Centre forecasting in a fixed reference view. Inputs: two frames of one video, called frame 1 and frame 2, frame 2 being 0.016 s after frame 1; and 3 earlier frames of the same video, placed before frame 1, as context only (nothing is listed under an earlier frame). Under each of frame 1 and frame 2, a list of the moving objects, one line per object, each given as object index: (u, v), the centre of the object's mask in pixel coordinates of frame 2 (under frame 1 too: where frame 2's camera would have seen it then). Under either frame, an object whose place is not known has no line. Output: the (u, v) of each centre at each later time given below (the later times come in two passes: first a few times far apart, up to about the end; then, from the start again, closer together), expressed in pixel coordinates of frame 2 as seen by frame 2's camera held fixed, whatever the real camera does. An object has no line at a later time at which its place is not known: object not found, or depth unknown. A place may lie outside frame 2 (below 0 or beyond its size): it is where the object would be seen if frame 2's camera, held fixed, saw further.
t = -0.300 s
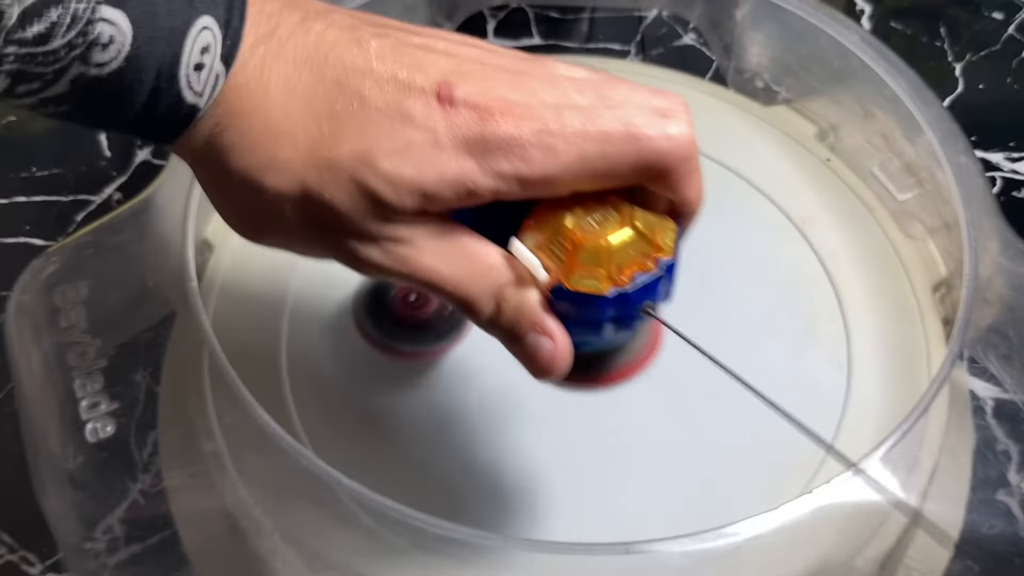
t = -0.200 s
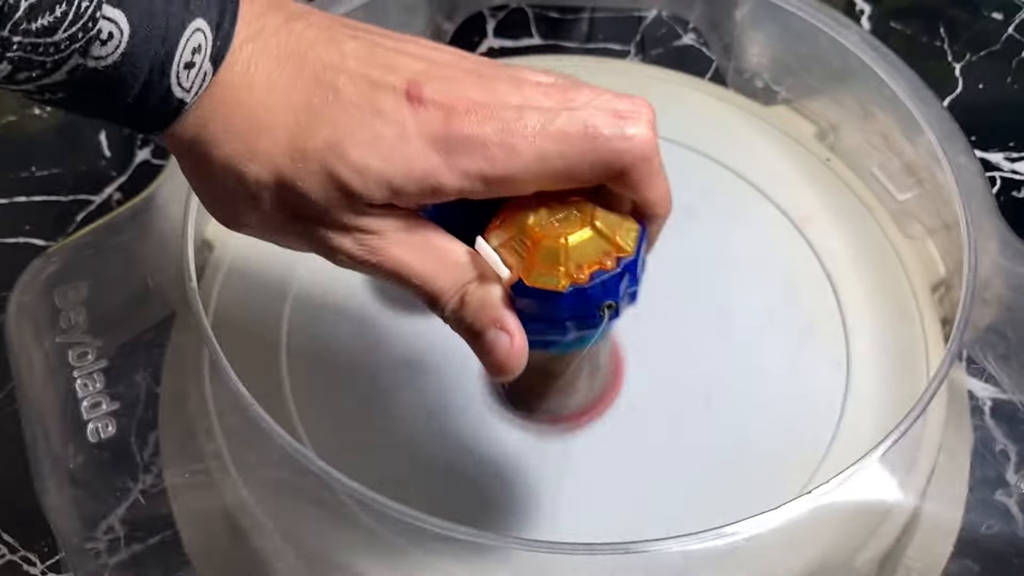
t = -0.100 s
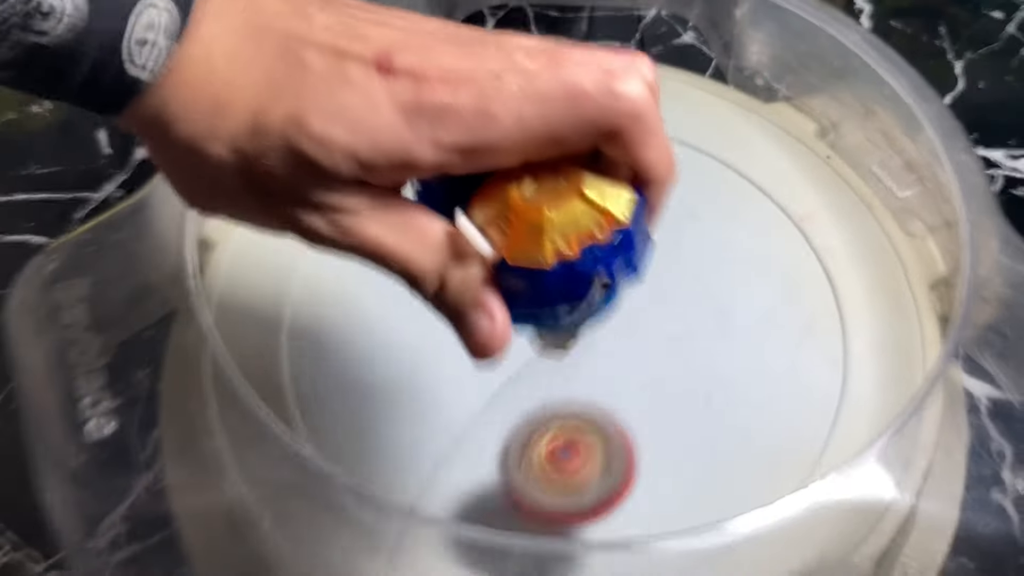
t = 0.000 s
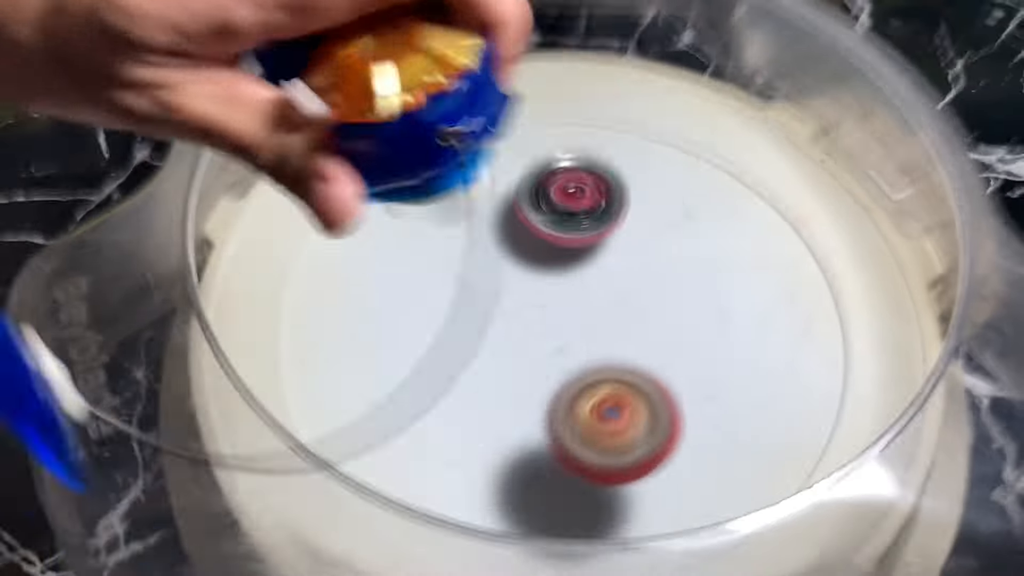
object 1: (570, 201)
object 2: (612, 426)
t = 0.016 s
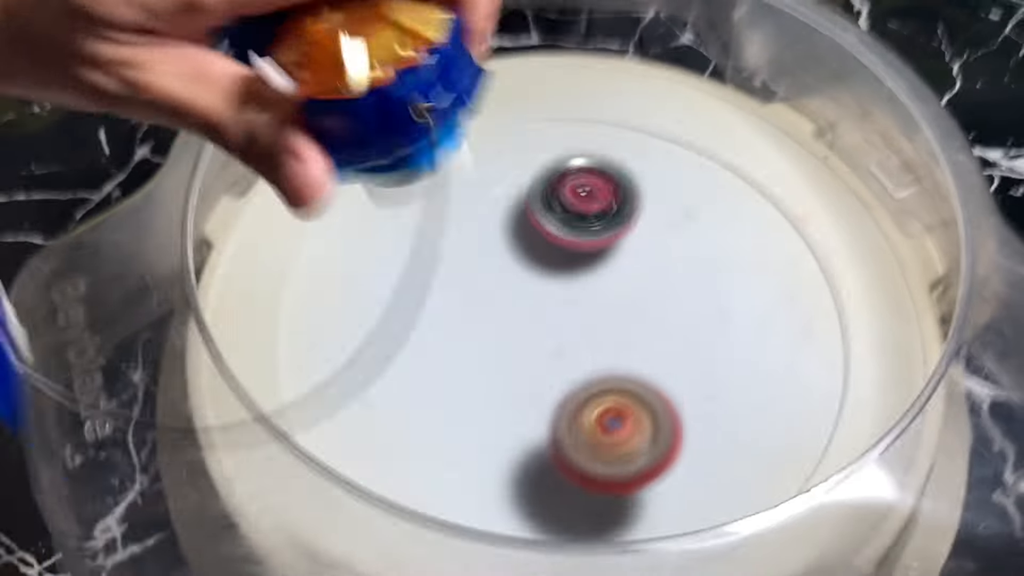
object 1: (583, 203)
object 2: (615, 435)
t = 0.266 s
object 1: (802, 286)
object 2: (449, 315)
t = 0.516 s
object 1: (718, 398)
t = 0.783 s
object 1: (617, 309)
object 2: (380, 449)
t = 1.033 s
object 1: (635, 247)
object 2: (121, 420)
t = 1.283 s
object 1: (386, 386)
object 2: (116, 418)
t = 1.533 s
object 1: (367, 256)
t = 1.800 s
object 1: (471, 166)
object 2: (133, 424)
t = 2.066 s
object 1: (560, 244)
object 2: (120, 422)
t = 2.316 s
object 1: (535, 306)
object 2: (118, 415)
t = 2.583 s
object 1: (513, 323)
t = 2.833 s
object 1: (515, 330)
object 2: (120, 419)
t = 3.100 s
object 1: (527, 338)
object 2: (120, 419)
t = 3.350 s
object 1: (547, 343)
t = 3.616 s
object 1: (567, 344)
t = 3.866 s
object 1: (579, 329)
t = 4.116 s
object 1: (580, 310)
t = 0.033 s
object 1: (595, 209)
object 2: (619, 445)
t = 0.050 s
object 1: (608, 212)
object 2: (618, 438)
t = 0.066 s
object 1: (622, 218)
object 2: (617, 416)
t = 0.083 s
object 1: (633, 227)
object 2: (615, 399)
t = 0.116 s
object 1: (655, 239)
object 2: (605, 374)
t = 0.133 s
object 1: (664, 247)
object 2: (602, 367)
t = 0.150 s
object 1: (672, 258)
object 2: (597, 363)
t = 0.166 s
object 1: (679, 267)
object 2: (592, 348)
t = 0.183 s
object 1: (687, 278)
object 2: (584, 337)
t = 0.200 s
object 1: (710, 279)
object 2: (551, 335)
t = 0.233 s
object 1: (764, 281)
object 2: (501, 323)
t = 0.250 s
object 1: (784, 283)
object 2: (474, 319)
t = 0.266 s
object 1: (802, 286)
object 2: (449, 315)
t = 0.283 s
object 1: (818, 286)
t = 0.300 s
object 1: (831, 293)
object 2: (400, 318)
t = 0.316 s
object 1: (839, 299)
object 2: (380, 311)
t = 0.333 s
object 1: (844, 302)
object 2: (364, 301)
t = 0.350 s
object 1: (848, 309)
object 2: (347, 297)
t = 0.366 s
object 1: (844, 317)
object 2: (328, 301)
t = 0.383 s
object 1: (833, 328)
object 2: (308, 308)
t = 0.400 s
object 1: (818, 339)
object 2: (296, 306)
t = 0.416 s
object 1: (808, 345)
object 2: (290, 298)
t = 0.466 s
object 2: (264, 301)
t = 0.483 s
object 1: (750, 383)
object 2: (263, 309)
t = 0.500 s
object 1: (733, 392)
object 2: (262, 317)
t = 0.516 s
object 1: (718, 398)
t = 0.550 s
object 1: (684, 411)
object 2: (262, 313)
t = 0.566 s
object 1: (668, 414)
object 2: (265, 317)
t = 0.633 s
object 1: (611, 416)
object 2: (293, 365)
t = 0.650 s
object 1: (600, 413)
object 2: (305, 361)
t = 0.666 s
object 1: (591, 409)
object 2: (324, 361)
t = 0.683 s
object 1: (578, 404)
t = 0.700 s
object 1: (568, 398)
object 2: (367, 370)
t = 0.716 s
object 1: (558, 391)
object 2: (390, 381)
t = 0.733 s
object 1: (550, 383)
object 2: (413, 395)
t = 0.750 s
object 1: (546, 375)
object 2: (421, 427)
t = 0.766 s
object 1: (582, 342)
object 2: (396, 442)
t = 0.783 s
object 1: (617, 309)
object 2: (380, 449)
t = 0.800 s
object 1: (648, 278)
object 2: (339, 477)
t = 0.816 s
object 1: (679, 244)
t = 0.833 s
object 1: (706, 217)
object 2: (284, 520)
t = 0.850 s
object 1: (731, 186)
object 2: (271, 509)
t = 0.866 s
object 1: (759, 154)
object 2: (257, 499)
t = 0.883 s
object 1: (781, 127)
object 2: (244, 483)
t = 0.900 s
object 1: (782, 121)
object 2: (232, 470)
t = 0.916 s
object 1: (765, 132)
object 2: (221, 461)
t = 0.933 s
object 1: (750, 145)
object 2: (208, 454)
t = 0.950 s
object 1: (730, 166)
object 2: (189, 445)
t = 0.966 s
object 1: (709, 190)
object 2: (175, 435)
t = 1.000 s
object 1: (677, 208)
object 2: (143, 432)
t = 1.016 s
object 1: (655, 228)
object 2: (123, 431)
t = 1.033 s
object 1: (635, 247)
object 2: (121, 420)
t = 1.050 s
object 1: (617, 268)
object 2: (121, 414)
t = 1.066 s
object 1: (596, 283)
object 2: (120, 409)
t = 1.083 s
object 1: (572, 303)
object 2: (118, 406)
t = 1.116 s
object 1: (534, 328)
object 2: (120, 400)
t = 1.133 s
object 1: (516, 340)
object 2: (116, 408)
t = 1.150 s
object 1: (496, 350)
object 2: (116, 412)
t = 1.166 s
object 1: (479, 359)
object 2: (117, 416)
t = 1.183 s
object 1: (461, 365)
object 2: (120, 419)
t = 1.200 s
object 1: (446, 375)
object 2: (118, 423)
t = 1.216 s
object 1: (432, 378)
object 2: (118, 422)
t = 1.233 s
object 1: (421, 382)
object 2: (119, 421)
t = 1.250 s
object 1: (409, 385)
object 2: (119, 422)
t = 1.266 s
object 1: (396, 384)
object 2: (118, 418)
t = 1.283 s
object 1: (386, 386)
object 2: (116, 418)
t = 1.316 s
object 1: (368, 382)
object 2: (120, 414)
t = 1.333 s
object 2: (120, 412)
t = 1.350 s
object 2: (120, 417)
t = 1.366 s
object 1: (355, 364)
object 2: (121, 416)
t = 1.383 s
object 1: (349, 353)
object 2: (119, 417)
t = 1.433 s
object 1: (349, 322)
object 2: (122, 420)
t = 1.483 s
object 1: (355, 288)
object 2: (121, 412)
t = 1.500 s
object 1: (354, 274)
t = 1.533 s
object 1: (367, 256)
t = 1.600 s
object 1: (382, 220)
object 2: (117, 427)
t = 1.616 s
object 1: (389, 213)
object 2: (120, 430)
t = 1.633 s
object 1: (395, 206)
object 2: (125, 430)
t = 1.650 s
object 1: (400, 199)
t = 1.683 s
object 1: (415, 187)
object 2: (118, 439)
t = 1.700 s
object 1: (423, 183)
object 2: (123, 440)
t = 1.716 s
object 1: (432, 177)
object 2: (130, 437)
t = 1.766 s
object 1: (459, 170)
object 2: (128, 432)
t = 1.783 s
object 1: (464, 167)
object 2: (136, 432)
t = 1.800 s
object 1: (471, 166)
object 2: (133, 424)
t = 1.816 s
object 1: (481, 167)
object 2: (127, 421)
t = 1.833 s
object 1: (490, 171)
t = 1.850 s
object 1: (497, 175)
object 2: (120, 423)
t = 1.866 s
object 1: (507, 175)
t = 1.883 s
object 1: (517, 176)
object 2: (110, 417)
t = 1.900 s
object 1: (523, 181)
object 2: (108, 419)
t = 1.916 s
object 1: (528, 187)
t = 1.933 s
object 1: (536, 192)
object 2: (115, 414)
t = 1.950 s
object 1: (541, 199)
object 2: (117, 415)
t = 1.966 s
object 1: (545, 206)
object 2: (117, 414)
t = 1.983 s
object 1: (549, 211)
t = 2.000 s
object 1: (552, 217)
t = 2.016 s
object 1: (556, 225)
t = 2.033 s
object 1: (558, 232)
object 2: (117, 420)
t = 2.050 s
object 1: (558, 238)
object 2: (118, 421)
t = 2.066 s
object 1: (560, 244)
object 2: (120, 422)
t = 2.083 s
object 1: (560, 251)
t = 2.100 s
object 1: (561, 257)
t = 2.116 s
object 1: (561, 263)
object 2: (118, 423)
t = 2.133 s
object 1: (559, 269)
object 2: (119, 423)
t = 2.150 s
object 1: (558, 273)
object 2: (119, 422)
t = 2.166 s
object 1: (557, 277)
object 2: (119, 423)
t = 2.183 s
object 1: (555, 283)
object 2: (118, 423)
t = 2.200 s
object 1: (553, 287)
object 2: (120, 421)
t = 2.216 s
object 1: (551, 290)
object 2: (120, 419)
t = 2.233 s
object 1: (548, 293)
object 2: (120, 418)
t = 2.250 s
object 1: (546, 297)
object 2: (120, 418)
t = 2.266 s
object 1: (544, 299)
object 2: (118, 416)
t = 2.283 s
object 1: (541, 301)
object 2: (119, 415)
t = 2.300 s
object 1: (538, 303)
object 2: (119, 414)
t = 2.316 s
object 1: (535, 306)
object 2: (118, 415)
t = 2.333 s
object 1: (532, 308)
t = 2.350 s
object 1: (530, 309)
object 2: (120, 415)
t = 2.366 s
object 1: (528, 311)
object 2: (120, 415)
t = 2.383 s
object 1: (526, 313)
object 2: (119, 415)
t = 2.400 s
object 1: (524, 314)
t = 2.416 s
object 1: (523, 315)
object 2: (120, 415)
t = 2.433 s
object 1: (521, 317)
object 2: (122, 416)
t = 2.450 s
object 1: (520, 317)
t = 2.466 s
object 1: (519, 318)
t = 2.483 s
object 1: (517, 320)
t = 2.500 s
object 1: (516, 320)
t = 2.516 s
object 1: (516, 320)
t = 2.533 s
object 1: (515, 321)
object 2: (120, 414)
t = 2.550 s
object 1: (515, 322)
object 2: (123, 416)
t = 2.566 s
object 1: (514, 323)
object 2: (121, 415)
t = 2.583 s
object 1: (513, 323)
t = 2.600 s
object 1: (513, 324)
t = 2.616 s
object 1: (513, 324)
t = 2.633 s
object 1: (513, 325)
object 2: (121, 415)
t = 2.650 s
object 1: (512, 325)
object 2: (121, 415)
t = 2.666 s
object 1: (512, 325)
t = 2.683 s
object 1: (513, 326)
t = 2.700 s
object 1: (513, 327)
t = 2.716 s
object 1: (513, 327)
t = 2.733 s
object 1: (513, 328)
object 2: (120, 416)
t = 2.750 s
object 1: (513, 328)
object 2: (120, 416)
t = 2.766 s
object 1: (514, 329)
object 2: (120, 416)
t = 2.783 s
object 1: (514, 329)
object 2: (120, 417)
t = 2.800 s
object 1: (514, 330)
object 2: (120, 417)
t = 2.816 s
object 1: (514, 331)
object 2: (121, 416)
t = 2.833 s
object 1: (515, 330)
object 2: (120, 419)
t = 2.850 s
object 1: (516, 331)
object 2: (120, 416)
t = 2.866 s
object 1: (516, 331)
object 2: (120, 418)
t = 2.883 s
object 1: (517, 332)
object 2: (120, 418)
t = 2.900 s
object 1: (517, 332)
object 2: (120, 418)
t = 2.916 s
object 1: (518, 333)
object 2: (120, 417)
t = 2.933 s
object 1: (519, 334)
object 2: (120, 419)
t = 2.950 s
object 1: (519, 334)
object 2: (120, 417)
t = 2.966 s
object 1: (519, 334)
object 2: (120, 418)
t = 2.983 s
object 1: (520, 335)
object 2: (120, 418)
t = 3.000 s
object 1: (521, 335)
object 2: (120, 419)
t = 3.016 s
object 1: (522, 335)
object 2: (120, 417)
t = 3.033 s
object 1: (522, 336)
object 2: (119, 419)
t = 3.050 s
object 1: (523, 337)
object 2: (120, 418)
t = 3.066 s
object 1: (524, 337)
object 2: (119, 419)
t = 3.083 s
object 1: (526, 337)
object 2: (119, 418)
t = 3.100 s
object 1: (527, 338)
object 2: (120, 419)
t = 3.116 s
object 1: (527, 339)
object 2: (119, 419)
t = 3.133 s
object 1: (529, 339)
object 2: (120, 419)
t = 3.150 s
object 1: (530, 339)
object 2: (121, 419)
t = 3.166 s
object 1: (531, 339)
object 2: (121, 419)
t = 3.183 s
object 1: (532, 340)
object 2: (121, 419)
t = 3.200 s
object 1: (533, 340)
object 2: (121, 419)
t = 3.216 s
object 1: (535, 341)
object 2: (120, 419)
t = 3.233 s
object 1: (537, 341)
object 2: (120, 419)
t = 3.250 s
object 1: (538, 342)
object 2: (120, 419)
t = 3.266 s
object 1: (539, 343)
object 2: (120, 420)
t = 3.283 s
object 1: (541, 343)
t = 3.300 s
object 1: (543, 343)
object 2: (120, 419)
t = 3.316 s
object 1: (544, 344)
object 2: (120, 420)
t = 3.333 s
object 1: (545, 344)
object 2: (120, 419)
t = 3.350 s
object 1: (547, 343)
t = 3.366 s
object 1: (549, 344)
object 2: (120, 420)
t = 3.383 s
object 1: (550, 345)
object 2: (121, 420)
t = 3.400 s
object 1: (550, 345)
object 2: (120, 419)
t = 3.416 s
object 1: (551, 344)
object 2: (120, 420)
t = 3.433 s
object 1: (554, 344)
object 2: (121, 421)
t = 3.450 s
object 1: (555, 345)
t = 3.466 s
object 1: (556, 345)
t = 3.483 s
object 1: (557, 345)
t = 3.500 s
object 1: (558, 344)
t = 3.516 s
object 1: (560, 345)
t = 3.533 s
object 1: (561, 345)
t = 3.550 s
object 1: (563, 345)
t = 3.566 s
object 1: (563, 344)
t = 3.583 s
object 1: (565, 345)
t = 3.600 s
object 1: (566, 344)
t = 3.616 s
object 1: (567, 344)
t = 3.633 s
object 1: (568, 342)
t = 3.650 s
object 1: (569, 342)
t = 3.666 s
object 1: (570, 341)
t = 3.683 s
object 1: (570, 341)
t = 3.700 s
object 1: (572, 340)
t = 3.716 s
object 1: (573, 339)
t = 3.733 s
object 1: (574, 339)
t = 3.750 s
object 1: (574, 338)
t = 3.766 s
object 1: (575, 335)
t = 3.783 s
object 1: (576, 335)
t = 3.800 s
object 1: (576, 334)
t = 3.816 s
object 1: (576, 332)
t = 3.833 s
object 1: (578, 331)
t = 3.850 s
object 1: (578, 330)
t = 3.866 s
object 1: (579, 329)
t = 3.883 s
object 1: (579, 327)
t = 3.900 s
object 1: (580, 325)
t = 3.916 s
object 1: (579, 324)
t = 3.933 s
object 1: (580, 322)
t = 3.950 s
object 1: (580, 321)
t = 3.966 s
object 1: (580, 320)
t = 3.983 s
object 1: (580, 319)
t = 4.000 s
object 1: (580, 318)
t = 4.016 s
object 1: (580, 316)
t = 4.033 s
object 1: (580, 315)
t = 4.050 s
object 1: (580, 315)
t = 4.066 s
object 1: (580, 313)
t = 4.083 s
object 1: (580, 312)
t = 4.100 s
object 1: (580, 312)
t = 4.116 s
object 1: (580, 310)
